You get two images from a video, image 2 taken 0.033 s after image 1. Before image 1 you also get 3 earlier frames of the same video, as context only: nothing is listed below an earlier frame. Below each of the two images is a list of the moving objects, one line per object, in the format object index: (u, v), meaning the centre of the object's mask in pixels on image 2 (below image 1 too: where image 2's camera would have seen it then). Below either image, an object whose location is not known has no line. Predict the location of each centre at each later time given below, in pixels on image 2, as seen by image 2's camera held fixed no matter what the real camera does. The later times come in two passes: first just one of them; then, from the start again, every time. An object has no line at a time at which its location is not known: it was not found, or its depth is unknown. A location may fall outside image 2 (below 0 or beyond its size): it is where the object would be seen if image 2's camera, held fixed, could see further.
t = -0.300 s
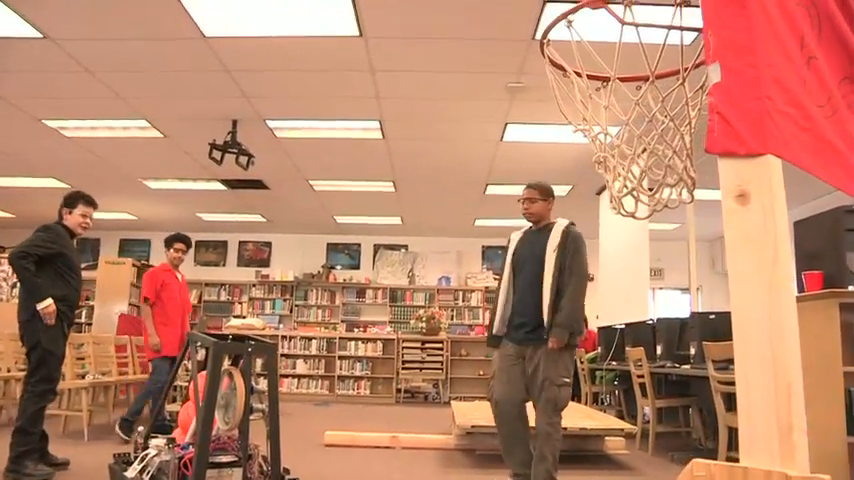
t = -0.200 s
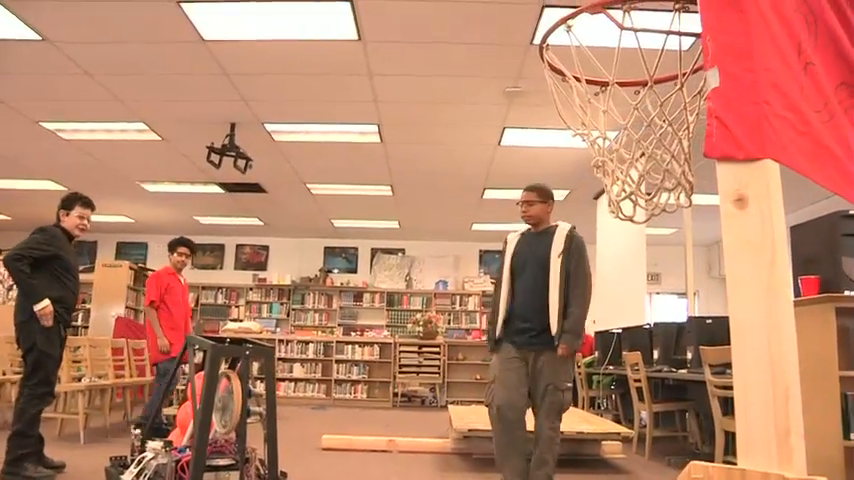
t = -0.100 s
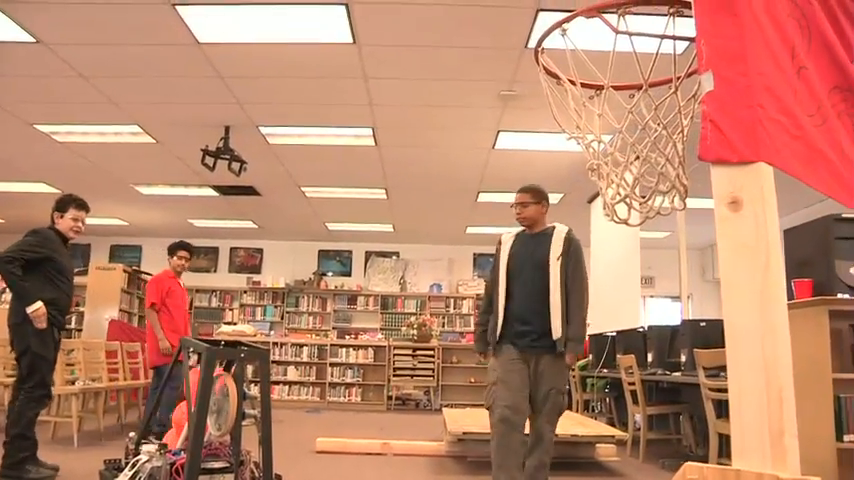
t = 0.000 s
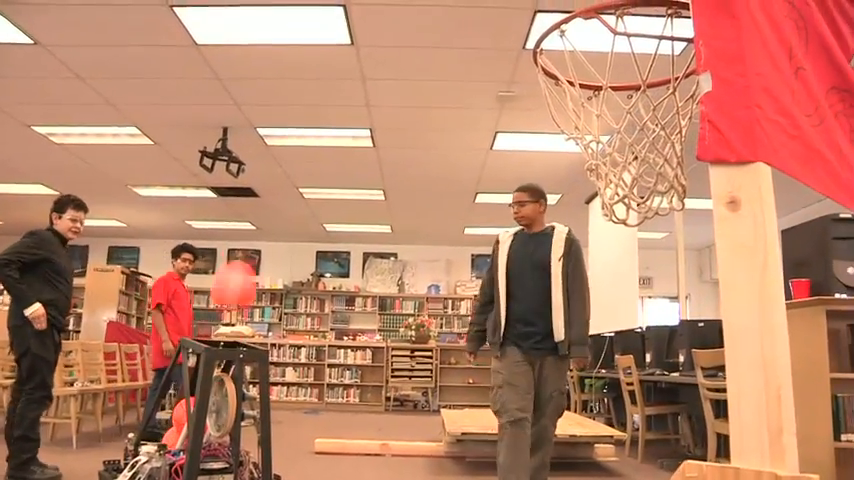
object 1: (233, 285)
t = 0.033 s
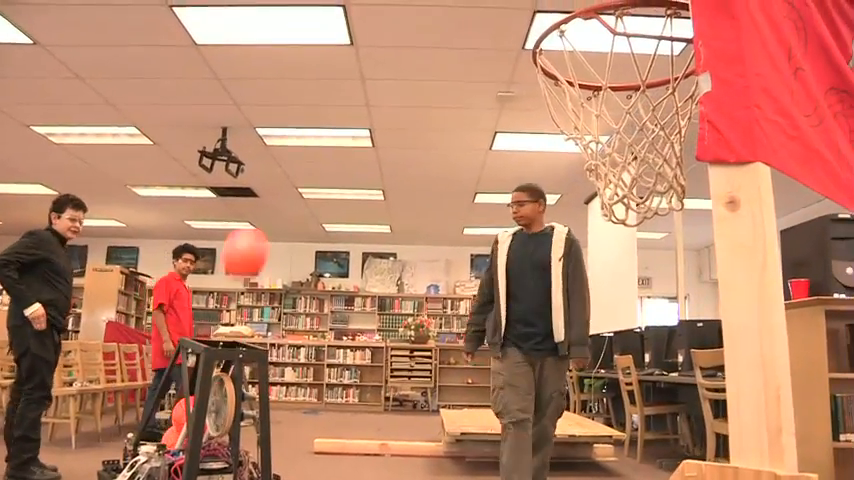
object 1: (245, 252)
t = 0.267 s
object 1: (332, 56)
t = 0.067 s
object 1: (257, 219)
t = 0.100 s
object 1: (268, 188)
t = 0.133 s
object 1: (280, 163)
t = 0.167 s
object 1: (294, 127)
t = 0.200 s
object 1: (306, 101)
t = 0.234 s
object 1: (319, 76)
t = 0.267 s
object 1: (332, 56)
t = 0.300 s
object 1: (348, 29)
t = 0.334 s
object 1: (361, 16)
